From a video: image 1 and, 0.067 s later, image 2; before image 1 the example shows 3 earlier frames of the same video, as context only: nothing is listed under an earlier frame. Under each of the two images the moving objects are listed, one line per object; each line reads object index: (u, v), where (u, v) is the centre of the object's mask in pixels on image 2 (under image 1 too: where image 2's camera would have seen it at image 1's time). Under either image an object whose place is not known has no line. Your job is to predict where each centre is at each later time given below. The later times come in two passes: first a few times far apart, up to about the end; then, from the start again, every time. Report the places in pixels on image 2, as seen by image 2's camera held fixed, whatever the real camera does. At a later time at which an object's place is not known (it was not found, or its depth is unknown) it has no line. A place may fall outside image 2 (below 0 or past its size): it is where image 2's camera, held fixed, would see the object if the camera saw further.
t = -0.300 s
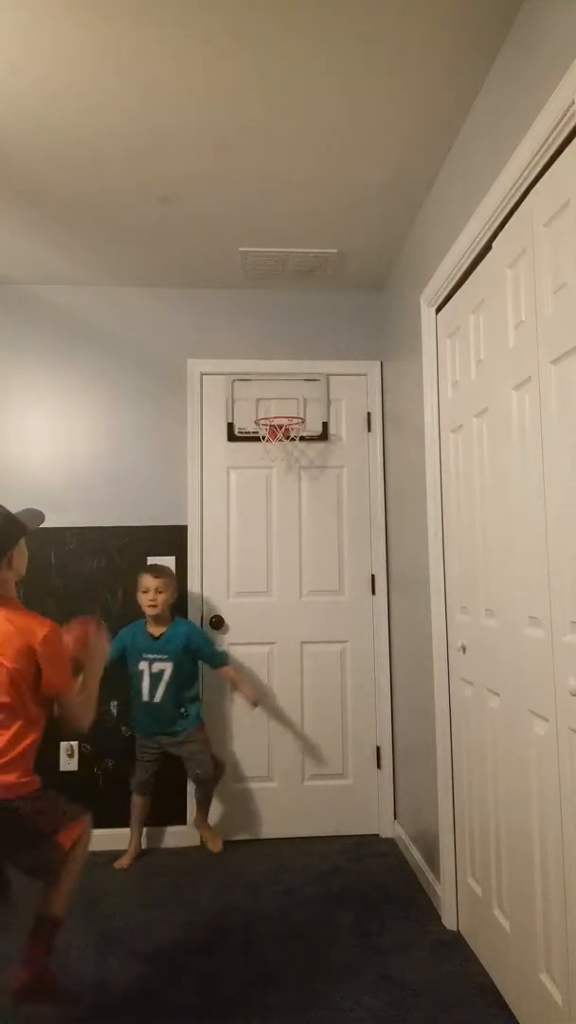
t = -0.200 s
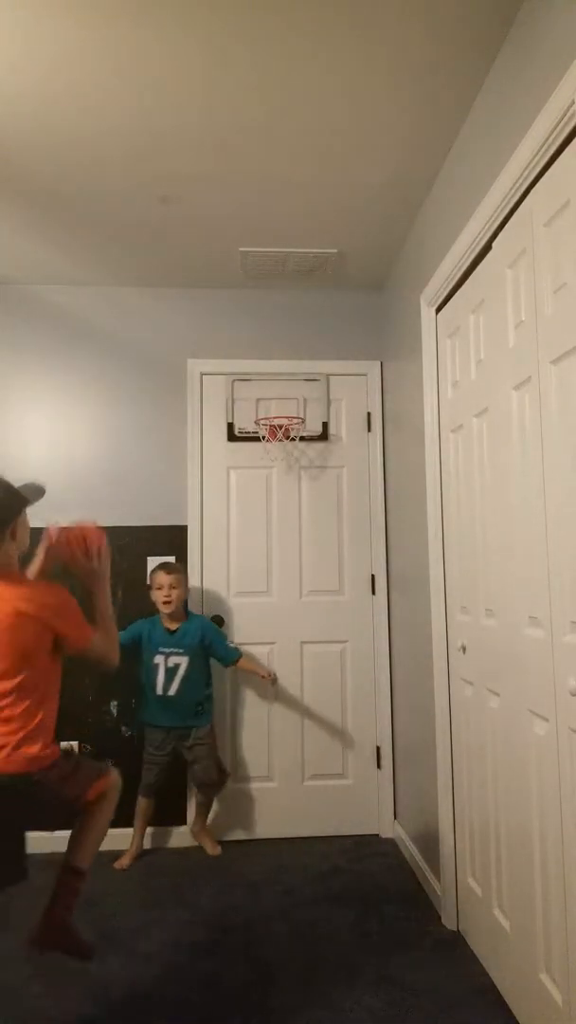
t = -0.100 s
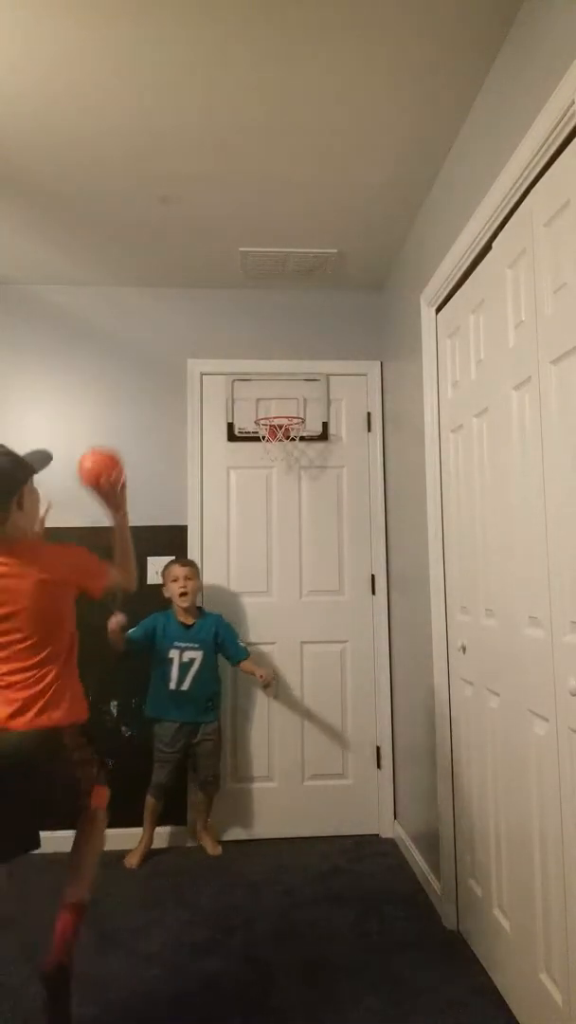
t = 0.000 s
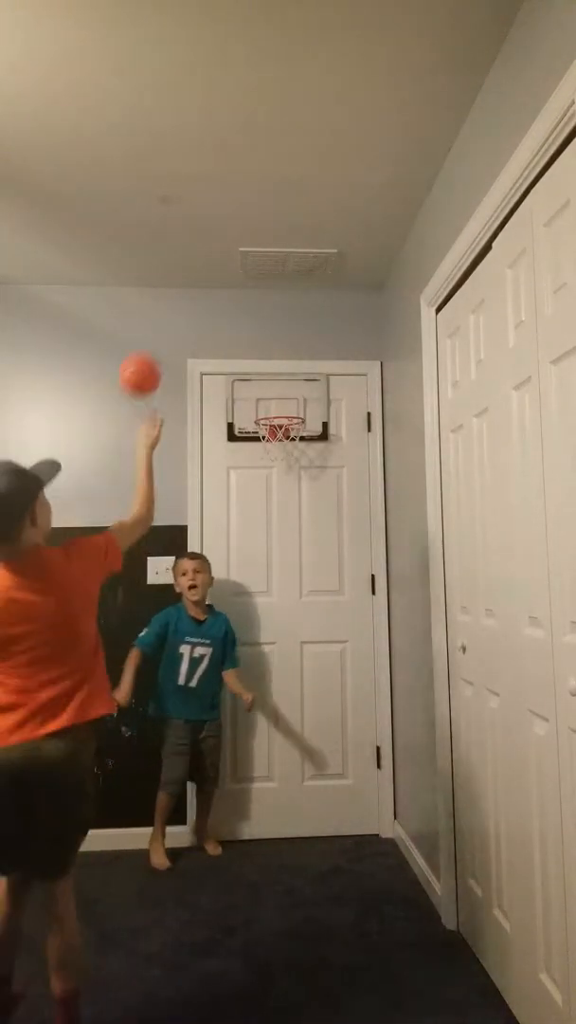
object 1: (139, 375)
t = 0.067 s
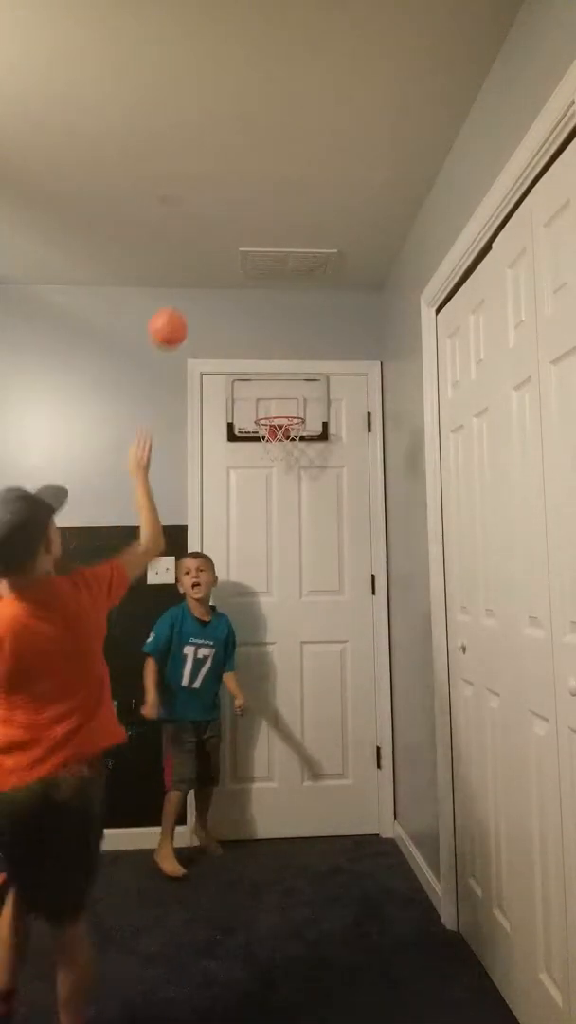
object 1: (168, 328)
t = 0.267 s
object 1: (233, 289)
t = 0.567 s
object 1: (298, 404)
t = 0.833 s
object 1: (277, 371)
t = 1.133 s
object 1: (267, 400)
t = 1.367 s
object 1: (277, 408)
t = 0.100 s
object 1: (181, 313)
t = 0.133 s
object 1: (192, 302)
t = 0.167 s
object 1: (204, 294)
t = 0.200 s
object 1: (214, 290)
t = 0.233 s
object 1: (224, 288)
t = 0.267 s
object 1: (233, 289)
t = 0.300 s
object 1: (242, 293)
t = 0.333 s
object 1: (250, 300)
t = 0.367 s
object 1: (258, 309)
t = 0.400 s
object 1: (266, 321)
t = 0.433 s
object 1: (273, 334)
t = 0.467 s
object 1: (280, 349)
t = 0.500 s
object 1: (286, 366)
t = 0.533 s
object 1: (292, 385)
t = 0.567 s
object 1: (298, 404)
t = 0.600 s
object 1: (299, 406)
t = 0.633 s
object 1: (296, 395)
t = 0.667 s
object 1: (292, 385)
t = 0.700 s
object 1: (289, 377)
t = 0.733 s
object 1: (286, 373)
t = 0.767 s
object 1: (283, 370)
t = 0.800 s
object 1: (281, 370)
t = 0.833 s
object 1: (277, 371)
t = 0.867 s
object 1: (274, 376)
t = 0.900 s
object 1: (271, 381)
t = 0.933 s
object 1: (269, 384)
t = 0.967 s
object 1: (268, 389)
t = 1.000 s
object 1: (266, 396)
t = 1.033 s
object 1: (265, 406)
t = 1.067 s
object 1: (264, 412)
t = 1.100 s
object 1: (266, 406)
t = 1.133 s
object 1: (267, 400)
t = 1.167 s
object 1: (269, 396)
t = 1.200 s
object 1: (271, 396)
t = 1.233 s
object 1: (273, 397)
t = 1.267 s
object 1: (275, 401)
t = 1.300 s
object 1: (276, 403)
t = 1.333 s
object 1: (276, 404)
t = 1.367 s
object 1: (277, 408)
